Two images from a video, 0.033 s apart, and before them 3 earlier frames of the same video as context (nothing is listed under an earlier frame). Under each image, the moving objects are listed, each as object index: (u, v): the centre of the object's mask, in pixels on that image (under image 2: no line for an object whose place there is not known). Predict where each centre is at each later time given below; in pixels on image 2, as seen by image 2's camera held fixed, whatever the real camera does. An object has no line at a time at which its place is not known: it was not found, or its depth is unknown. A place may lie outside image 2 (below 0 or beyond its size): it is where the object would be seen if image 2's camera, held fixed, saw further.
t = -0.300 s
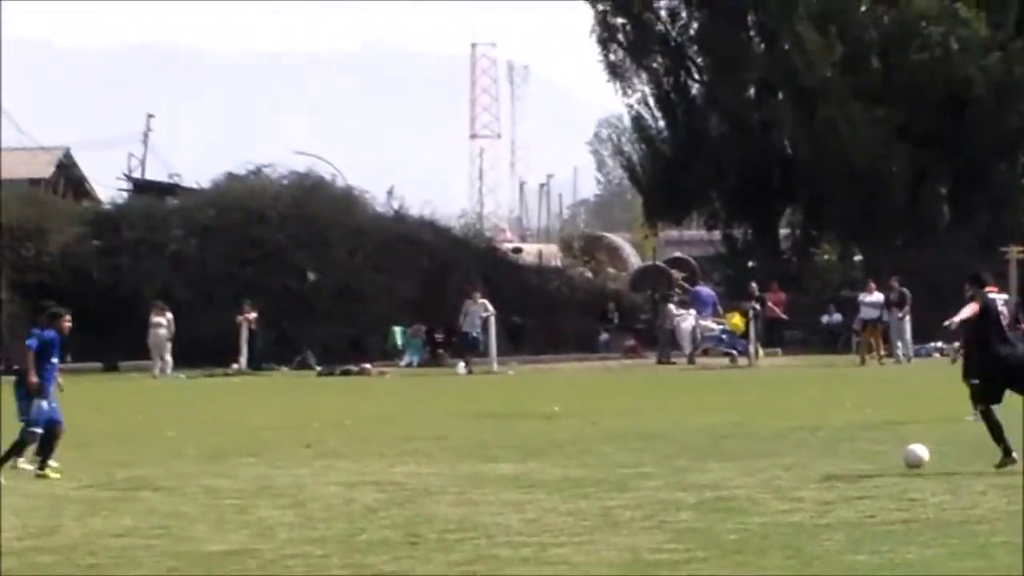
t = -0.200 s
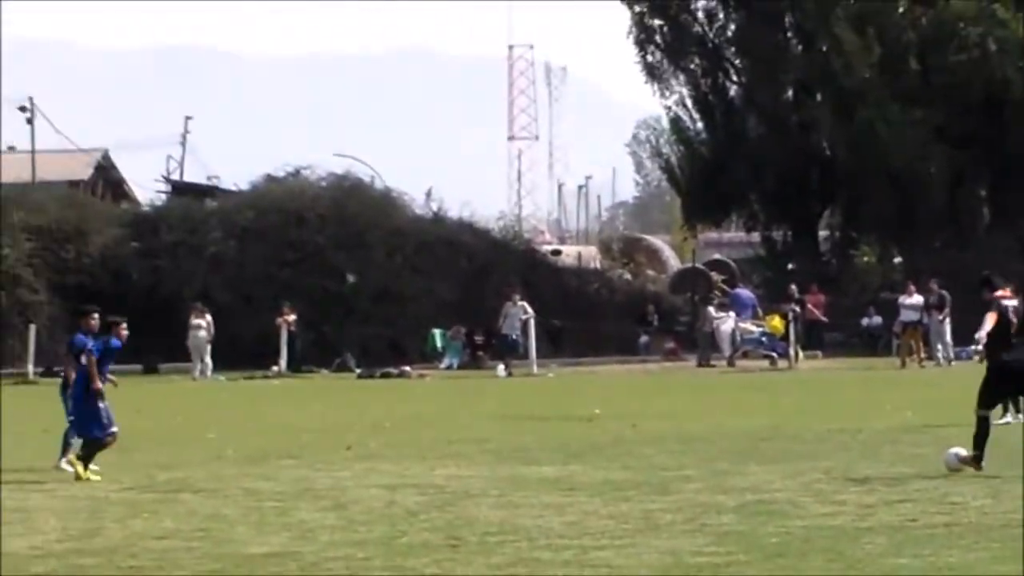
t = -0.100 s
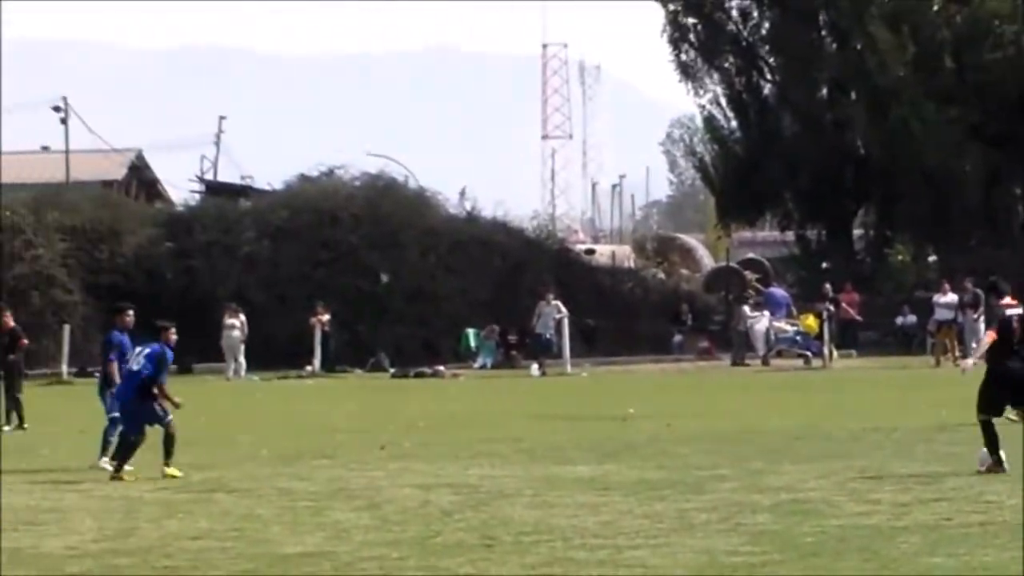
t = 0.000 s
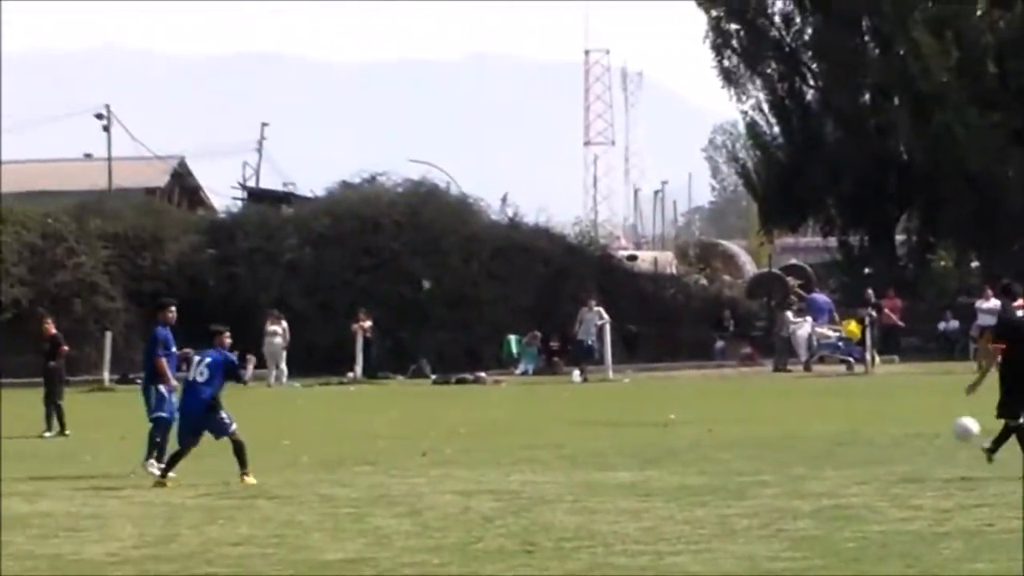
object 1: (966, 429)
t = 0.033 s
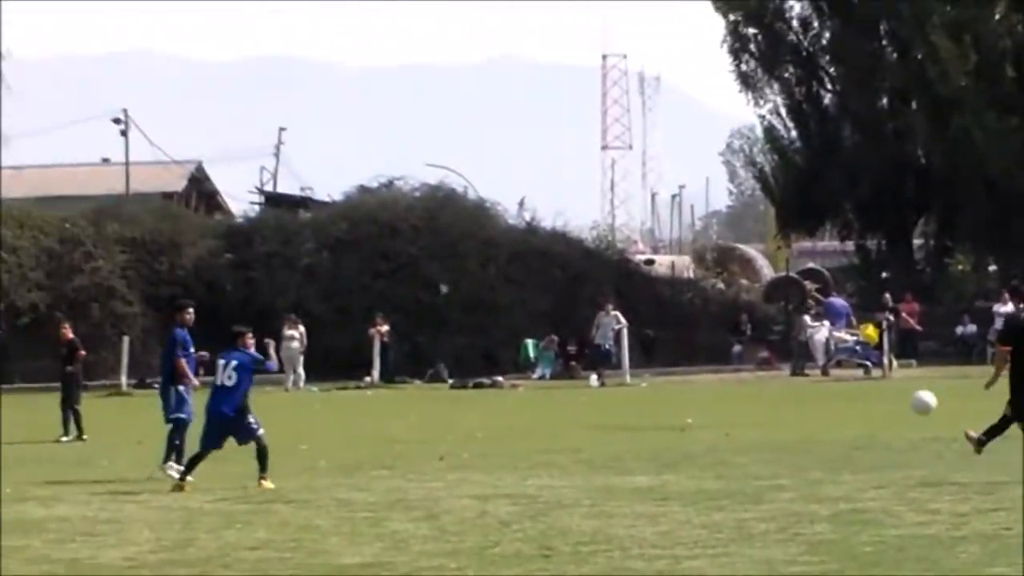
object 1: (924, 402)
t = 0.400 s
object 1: (390, 160)
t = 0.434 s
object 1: (342, 146)
